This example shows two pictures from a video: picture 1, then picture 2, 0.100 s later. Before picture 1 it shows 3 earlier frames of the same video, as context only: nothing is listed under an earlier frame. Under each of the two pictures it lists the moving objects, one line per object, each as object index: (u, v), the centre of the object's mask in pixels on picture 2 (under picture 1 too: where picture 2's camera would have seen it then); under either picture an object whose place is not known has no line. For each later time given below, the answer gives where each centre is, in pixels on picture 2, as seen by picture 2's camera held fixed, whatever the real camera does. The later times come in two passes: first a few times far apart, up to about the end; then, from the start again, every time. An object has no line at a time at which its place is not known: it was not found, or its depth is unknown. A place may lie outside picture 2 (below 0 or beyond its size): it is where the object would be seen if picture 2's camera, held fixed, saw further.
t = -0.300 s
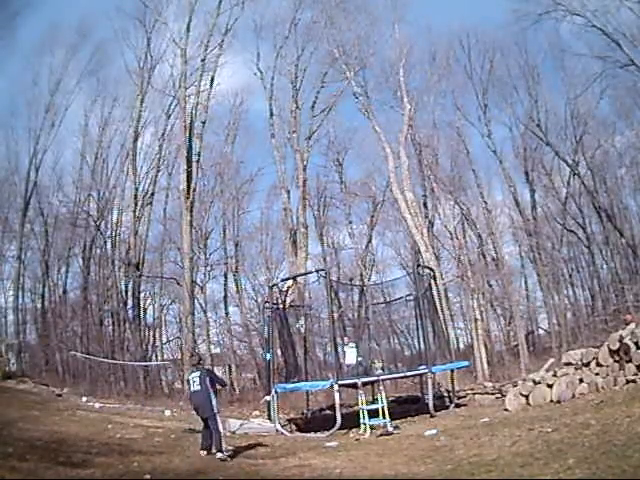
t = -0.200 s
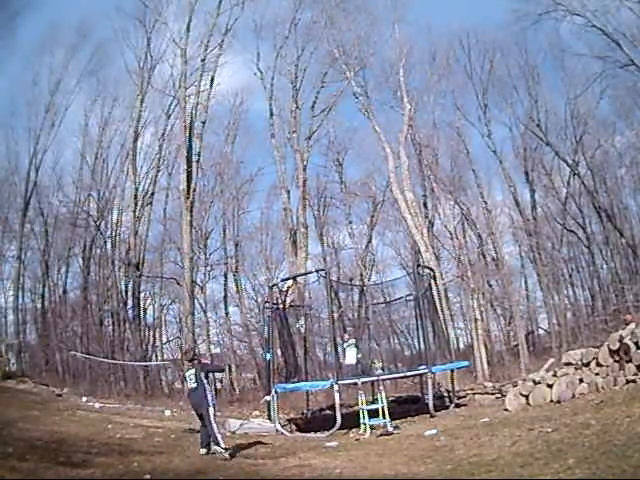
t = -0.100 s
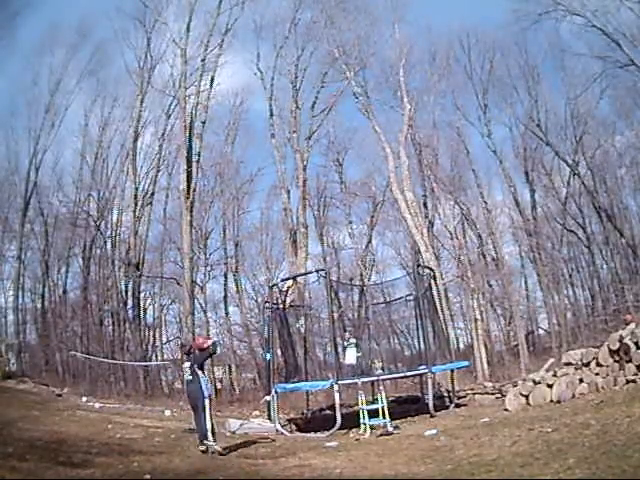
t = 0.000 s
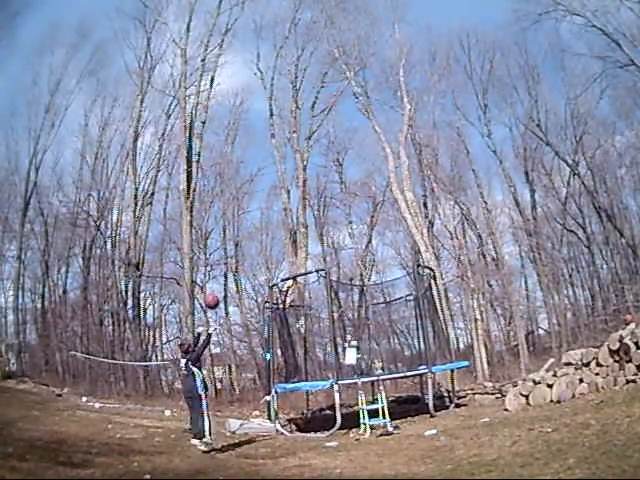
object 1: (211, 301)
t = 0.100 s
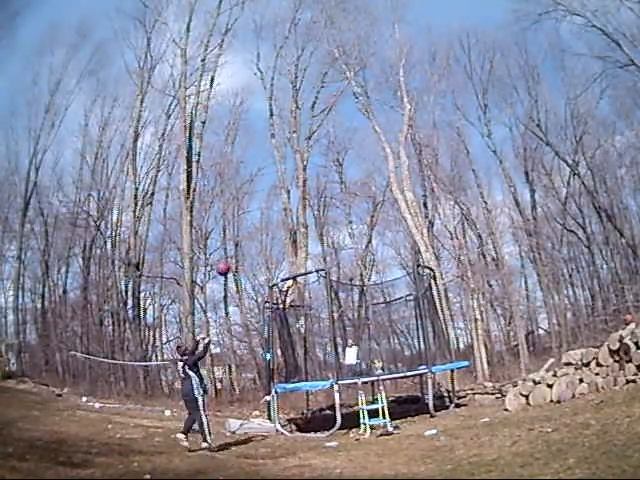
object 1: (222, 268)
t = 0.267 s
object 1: (240, 234)
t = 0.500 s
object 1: (262, 218)
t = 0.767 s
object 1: (284, 230)
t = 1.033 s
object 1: (308, 269)
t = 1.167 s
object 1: (319, 297)
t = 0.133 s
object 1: (225, 260)
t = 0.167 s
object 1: (230, 251)
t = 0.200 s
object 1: (232, 245)
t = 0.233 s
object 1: (236, 239)
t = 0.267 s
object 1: (240, 234)
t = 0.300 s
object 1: (242, 231)
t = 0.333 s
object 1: (246, 226)
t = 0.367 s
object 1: (249, 224)
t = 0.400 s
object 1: (252, 221)
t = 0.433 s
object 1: (255, 220)
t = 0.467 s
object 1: (259, 218)
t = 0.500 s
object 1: (262, 218)
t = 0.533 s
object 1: (265, 217)
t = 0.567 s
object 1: (267, 217)
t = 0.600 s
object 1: (270, 219)
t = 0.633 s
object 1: (273, 221)
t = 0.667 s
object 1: (276, 222)
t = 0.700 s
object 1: (279, 224)
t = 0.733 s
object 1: (282, 226)
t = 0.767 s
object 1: (284, 230)
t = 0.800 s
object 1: (288, 233)
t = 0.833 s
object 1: (291, 237)
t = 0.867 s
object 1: (293, 241)
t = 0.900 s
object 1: (296, 246)
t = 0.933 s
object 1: (298, 251)
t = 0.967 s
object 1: (302, 258)
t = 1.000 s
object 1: (304, 262)
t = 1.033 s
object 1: (308, 269)
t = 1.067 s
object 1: (310, 277)
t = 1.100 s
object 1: (313, 283)
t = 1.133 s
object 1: (315, 289)
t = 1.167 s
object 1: (319, 297)
